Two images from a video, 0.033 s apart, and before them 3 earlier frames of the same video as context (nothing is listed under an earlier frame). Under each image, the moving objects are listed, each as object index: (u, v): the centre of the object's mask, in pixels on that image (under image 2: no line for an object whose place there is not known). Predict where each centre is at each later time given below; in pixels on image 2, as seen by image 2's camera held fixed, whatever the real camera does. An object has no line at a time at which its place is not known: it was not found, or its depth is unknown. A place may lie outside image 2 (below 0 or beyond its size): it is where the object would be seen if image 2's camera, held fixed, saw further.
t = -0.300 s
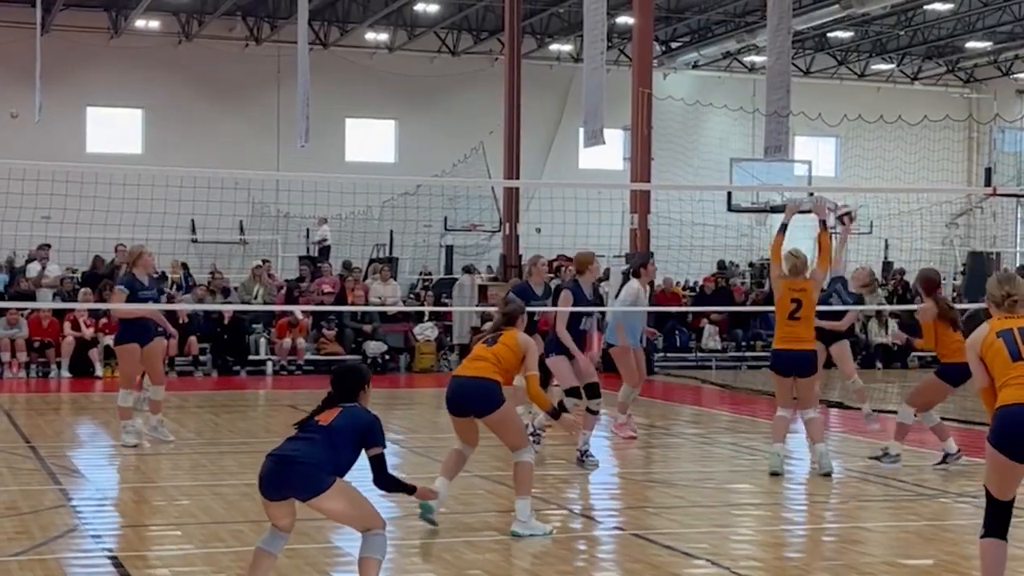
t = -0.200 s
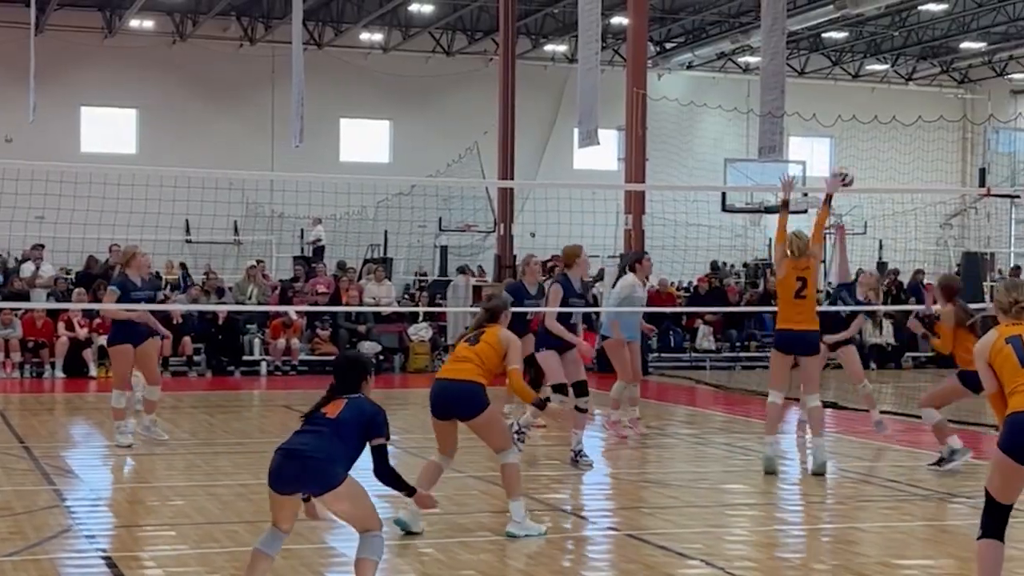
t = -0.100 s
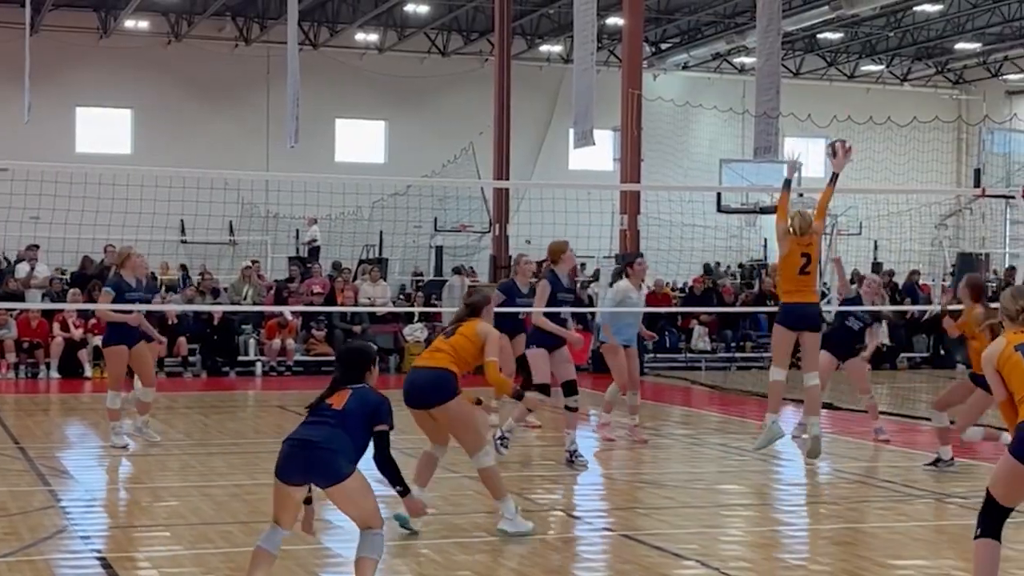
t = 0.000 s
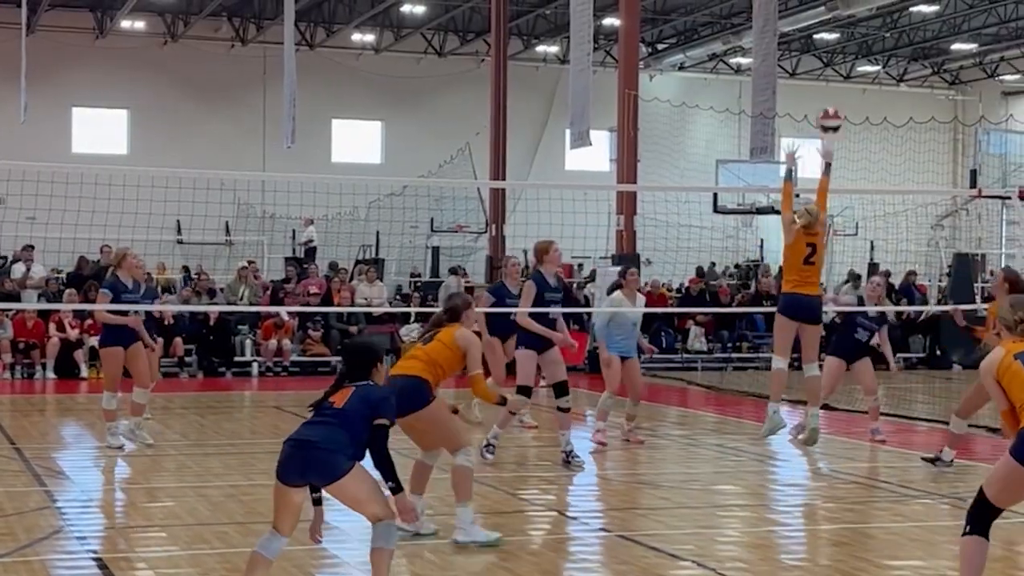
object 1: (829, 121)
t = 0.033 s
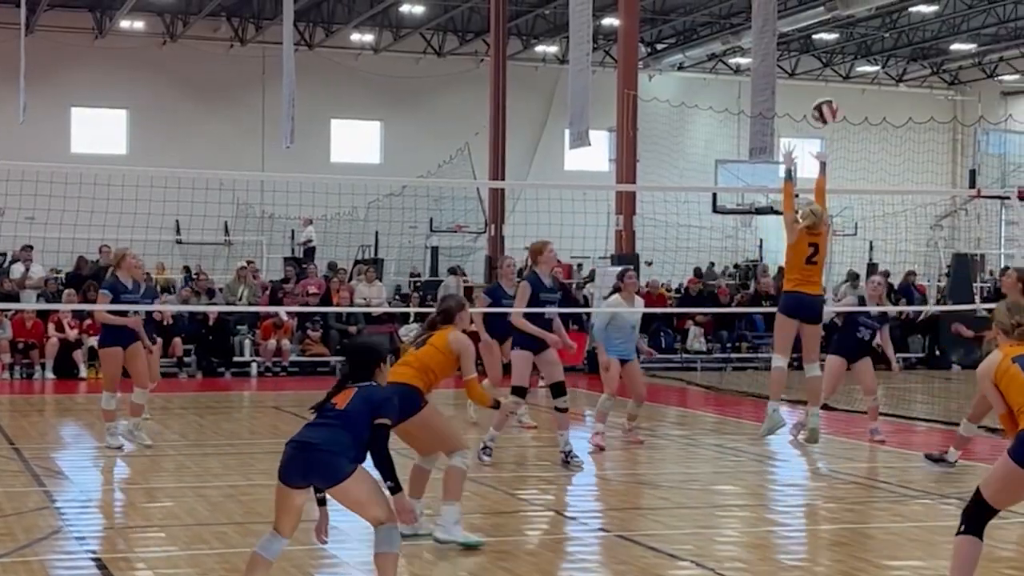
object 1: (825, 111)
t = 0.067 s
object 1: (820, 101)
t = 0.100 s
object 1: (817, 93)
